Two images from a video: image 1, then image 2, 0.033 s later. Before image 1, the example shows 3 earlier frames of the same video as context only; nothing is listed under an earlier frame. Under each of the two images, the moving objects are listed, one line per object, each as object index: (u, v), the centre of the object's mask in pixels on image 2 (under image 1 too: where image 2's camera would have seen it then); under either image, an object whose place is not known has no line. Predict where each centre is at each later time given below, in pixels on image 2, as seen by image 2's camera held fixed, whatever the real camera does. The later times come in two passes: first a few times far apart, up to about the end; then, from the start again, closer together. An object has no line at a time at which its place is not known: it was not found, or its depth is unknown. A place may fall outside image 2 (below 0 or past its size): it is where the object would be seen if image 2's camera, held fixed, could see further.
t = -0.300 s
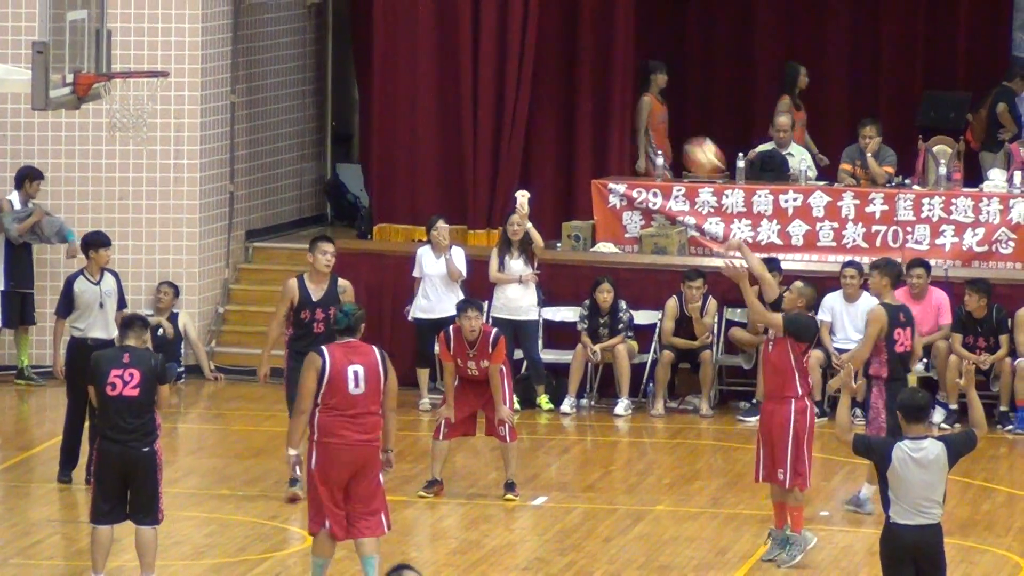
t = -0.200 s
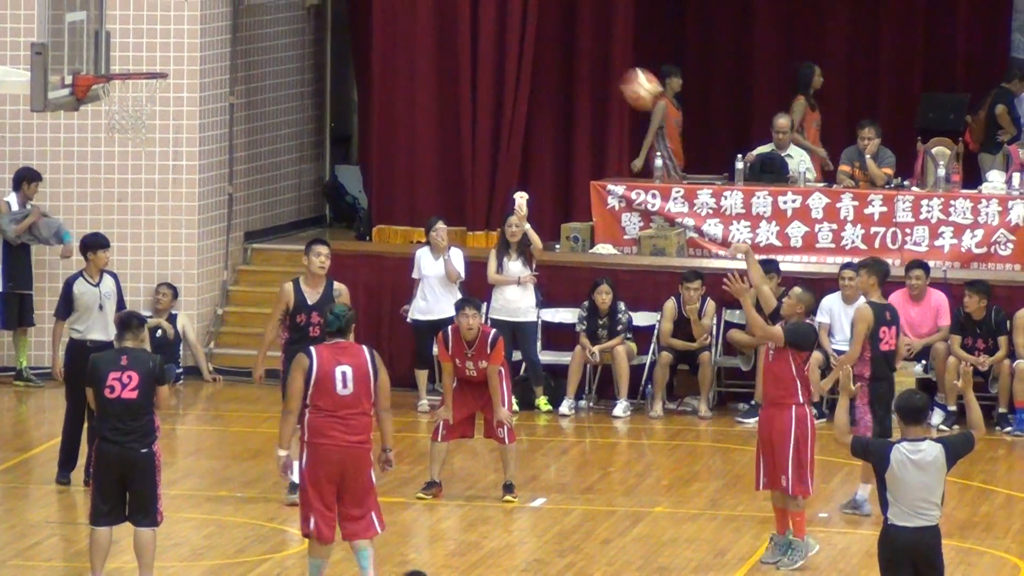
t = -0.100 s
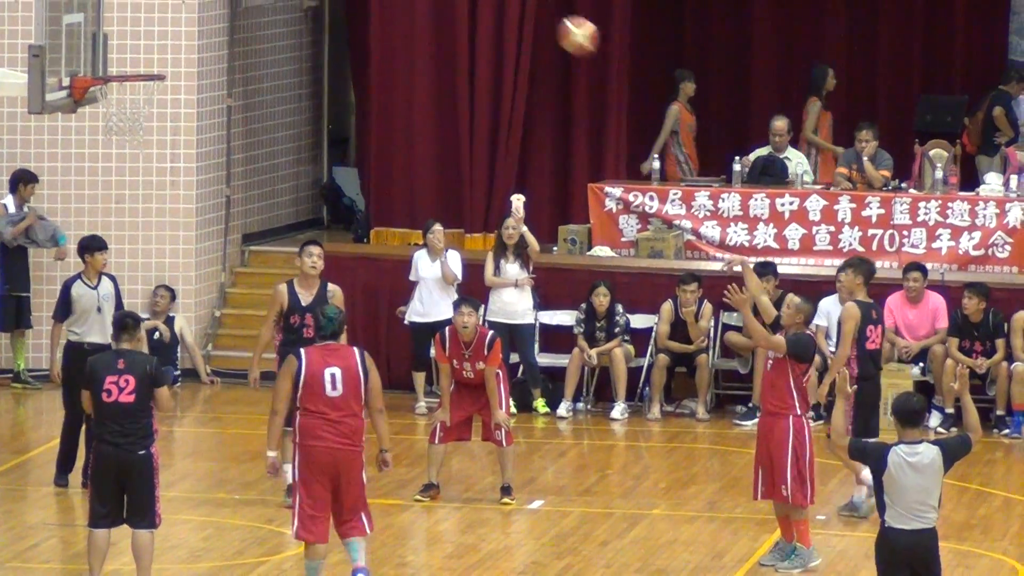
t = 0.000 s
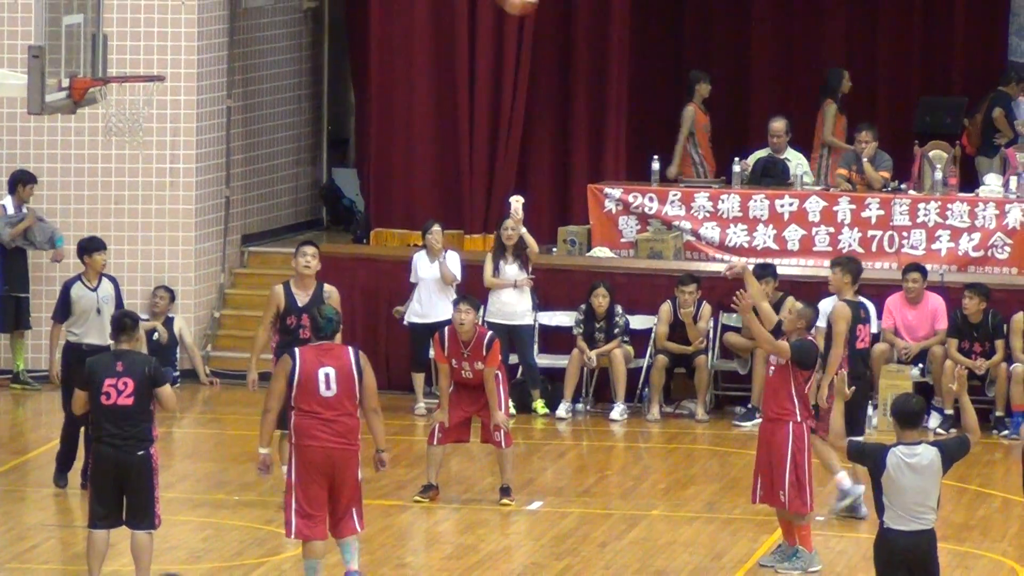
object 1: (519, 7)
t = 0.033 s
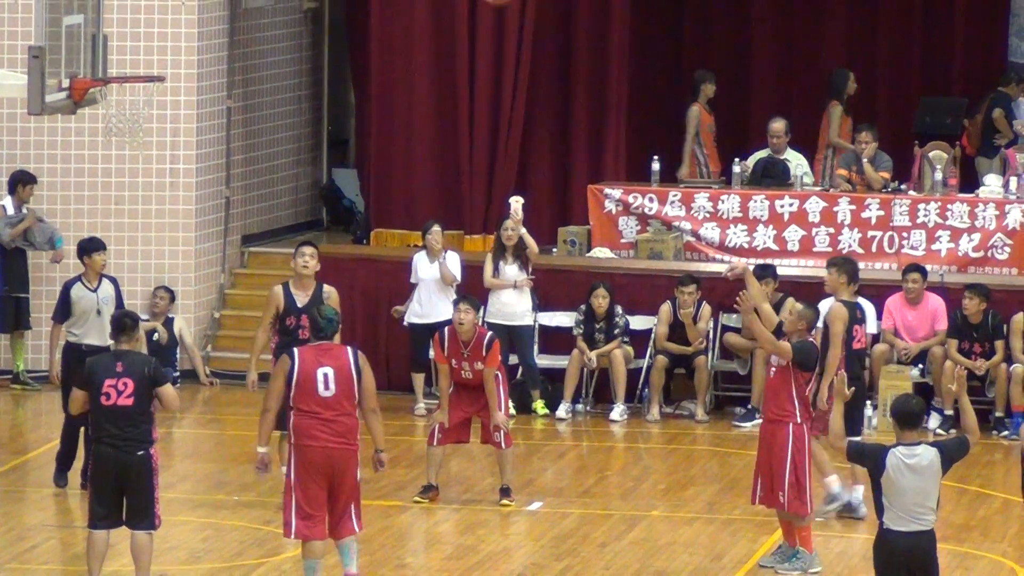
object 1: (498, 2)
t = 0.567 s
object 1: (172, 41)
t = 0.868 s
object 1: (102, 143)
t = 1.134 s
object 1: (120, 285)
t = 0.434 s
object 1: (252, 0)
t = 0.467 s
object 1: (234, 5)
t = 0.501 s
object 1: (213, 11)
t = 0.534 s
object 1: (192, 25)
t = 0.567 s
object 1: (172, 41)
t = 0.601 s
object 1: (151, 57)
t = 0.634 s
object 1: (132, 77)
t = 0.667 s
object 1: (113, 101)
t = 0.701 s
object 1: (96, 110)
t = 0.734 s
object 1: (93, 110)
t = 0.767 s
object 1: (94, 118)
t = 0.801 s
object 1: (97, 125)
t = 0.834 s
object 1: (99, 133)
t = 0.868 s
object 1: (102, 143)
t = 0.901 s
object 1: (105, 156)
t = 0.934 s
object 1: (106, 169)
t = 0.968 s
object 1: (109, 184)
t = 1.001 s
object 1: (112, 201)
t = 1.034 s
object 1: (113, 219)
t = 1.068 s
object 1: (116, 240)
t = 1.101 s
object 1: (118, 262)
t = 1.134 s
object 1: (120, 285)
